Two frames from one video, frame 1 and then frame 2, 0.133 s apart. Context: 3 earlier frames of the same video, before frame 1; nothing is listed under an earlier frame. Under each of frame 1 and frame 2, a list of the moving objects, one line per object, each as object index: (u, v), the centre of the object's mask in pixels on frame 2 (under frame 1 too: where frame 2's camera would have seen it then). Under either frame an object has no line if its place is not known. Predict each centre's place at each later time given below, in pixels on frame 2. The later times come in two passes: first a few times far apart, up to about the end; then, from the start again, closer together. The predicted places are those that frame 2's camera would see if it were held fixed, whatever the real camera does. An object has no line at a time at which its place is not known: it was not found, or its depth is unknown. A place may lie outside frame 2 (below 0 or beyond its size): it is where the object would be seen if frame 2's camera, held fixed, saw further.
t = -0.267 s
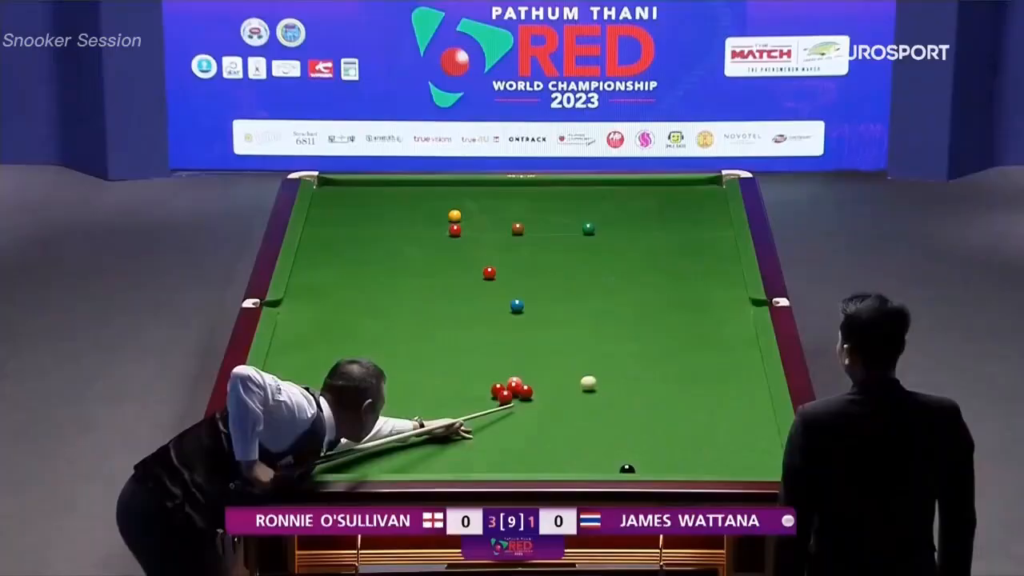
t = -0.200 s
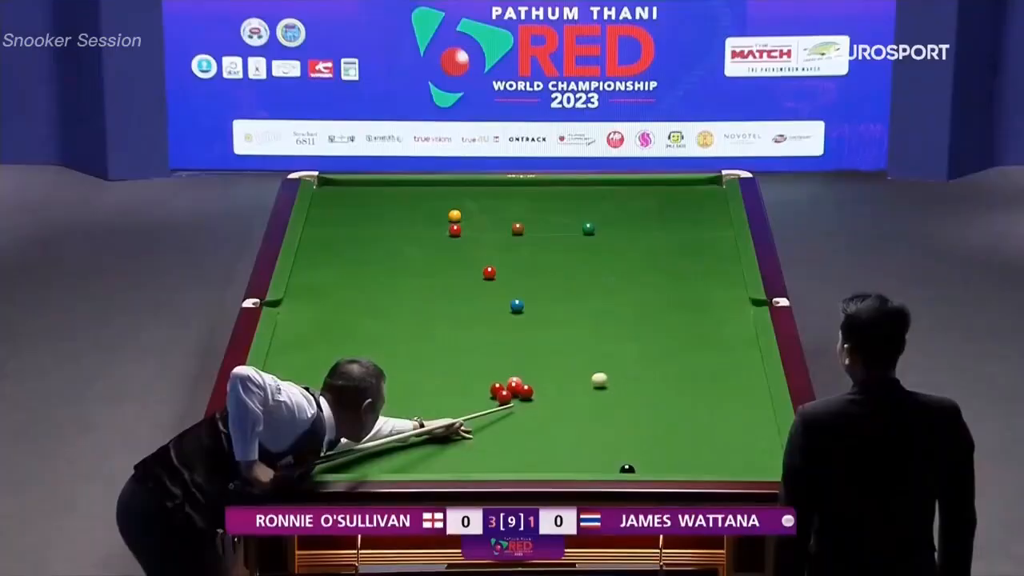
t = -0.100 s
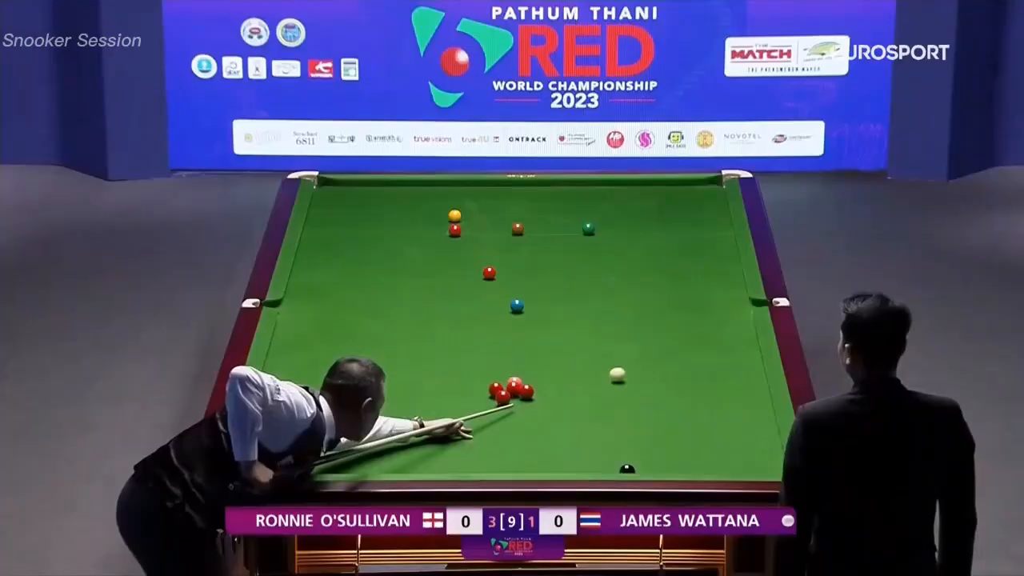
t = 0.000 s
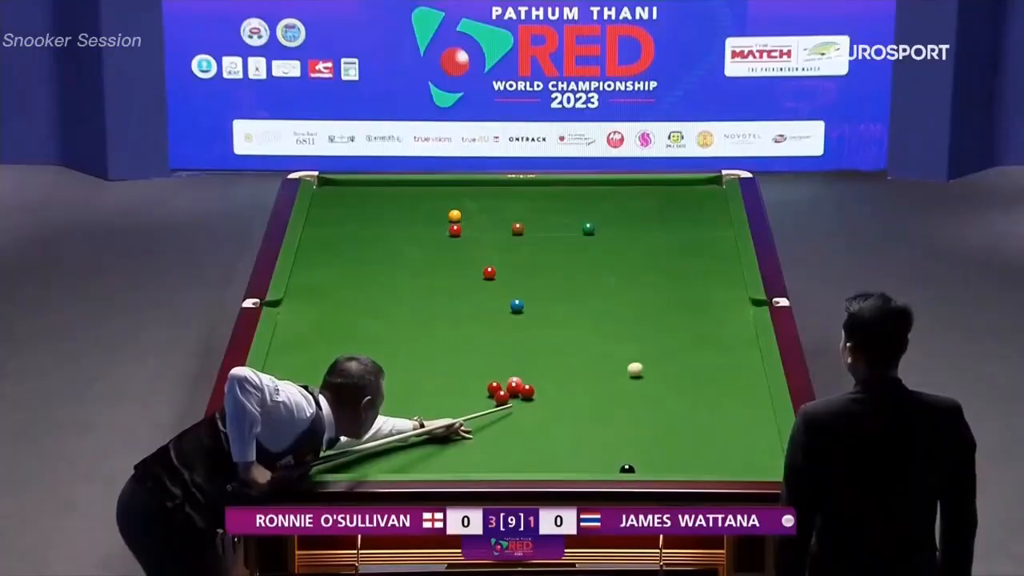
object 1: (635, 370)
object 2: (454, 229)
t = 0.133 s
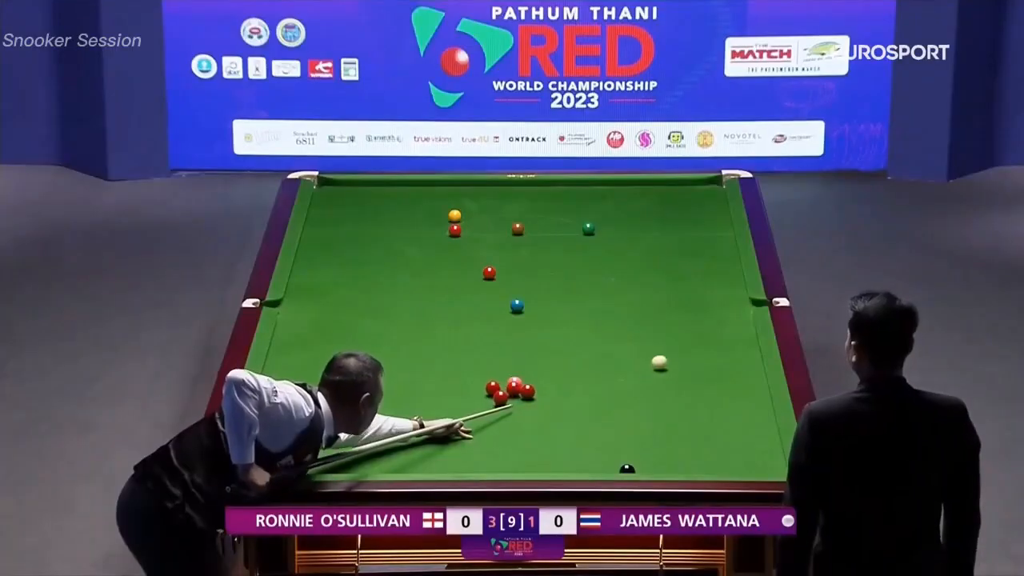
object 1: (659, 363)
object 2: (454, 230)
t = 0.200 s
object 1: (669, 360)
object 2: (454, 229)
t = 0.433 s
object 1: (709, 349)
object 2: (454, 229)
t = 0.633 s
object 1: (741, 340)
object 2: (454, 229)
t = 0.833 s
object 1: (733, 331)
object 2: (454, 229)
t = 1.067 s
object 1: (705, 321)
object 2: (454, 229)
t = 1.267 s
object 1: (684, 313)
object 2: (454, 229)
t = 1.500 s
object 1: (661, 304)
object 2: (454, 229)
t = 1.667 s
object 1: (643, 298)
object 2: (454, 229)
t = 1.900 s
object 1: (623, 290)
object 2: (454, 229)
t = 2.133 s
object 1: (602, 283)
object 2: (454, 229)
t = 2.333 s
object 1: (586, 276)
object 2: (454, 229)
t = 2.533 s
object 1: (570, 271)
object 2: (454, 229)
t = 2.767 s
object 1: (552, 264)
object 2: (454, 229)
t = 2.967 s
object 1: (539, 259)
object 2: (454, 229)
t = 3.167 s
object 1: (525, 254)
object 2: (454, 229)
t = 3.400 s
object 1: (512, 249)
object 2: (454, 229)
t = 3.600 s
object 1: (500, 244)
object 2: (454, 229)
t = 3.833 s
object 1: (487, 239)
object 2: (454, 229)
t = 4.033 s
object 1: (477, 235)
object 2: (454, 230)
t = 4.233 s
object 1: (467, 231)
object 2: (454, 229)
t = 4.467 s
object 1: (467, 228)
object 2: (446, 229)
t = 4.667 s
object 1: (467, 226)
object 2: (440, 229)
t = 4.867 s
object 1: (466, 224)
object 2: (435, 228)
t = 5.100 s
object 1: (466, 222)
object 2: (430, 228)
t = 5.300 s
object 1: (466, 221)
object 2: (427, 227)
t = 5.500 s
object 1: (466, 220)
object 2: (423, 226)
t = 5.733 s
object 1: (466, 218)
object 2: (421, 226)
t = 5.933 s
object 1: (466, 218)
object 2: (420, 226)
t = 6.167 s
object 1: (466, 217)
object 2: (419, 226)
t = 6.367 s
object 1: (466, 217)
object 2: (419, 226)
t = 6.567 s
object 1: (466, 217)
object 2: (419, 226)
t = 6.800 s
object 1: (466, 217)
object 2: (419, 226)
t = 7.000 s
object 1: (466, 217)
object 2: (419, 226)
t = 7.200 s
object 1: (466, 217)
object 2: (419, 226)
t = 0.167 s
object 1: (666, 361)
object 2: (454, 229)
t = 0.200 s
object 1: (669, 360)
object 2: (454, 229)
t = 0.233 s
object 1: (676, 358)
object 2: (454, 229)
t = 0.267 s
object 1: (683, 356)
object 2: (454, 229)
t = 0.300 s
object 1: (686, 355)
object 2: (454, 229)
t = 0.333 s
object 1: (693, 354)
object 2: (454, 229)
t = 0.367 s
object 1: (699, 351)
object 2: (454, 229)
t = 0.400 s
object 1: (703, 350)
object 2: (454, 229)
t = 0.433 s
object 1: (709, 349)
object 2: (454, 229)
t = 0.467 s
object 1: (716, 347)
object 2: (454, 229)
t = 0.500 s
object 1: (719, 346)
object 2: (454, 229)
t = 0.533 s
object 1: (725, 344)
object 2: (454, 229)
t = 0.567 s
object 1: (731, 342)
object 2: (454, 229)
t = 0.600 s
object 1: (735, 342)
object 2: (454, 229)
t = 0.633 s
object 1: (741, 340)
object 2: (454, 229)
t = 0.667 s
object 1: (747, 338)
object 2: (454, 229)
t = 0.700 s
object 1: (750, 337)
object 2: (454, 229)
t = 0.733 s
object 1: (745, 335)
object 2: (454, 229)
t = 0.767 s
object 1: (740, 334)
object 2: (454, 229)
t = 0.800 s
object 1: (738, 333)
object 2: (454, 229)
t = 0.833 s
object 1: (733, 331)
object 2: (454, 229)
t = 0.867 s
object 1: (728, 329)
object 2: (454, 229)
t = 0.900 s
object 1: (726, 328)
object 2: (454, 229)
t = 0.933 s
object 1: (721, 327)
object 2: (454, 229)
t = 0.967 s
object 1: (717, 325)
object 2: (455, 229)
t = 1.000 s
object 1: (714, 324)
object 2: (454, 229)
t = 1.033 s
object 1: (710, 323)
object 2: (454, 229)
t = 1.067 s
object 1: (705, 321)
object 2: (454, 229)
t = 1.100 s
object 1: (703, 320)
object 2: (455, 229)
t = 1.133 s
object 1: (699, 318)
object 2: (454, 229)
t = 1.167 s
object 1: (694, 317)
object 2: (454, 229)
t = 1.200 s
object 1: (692, 316)
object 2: (454, 229)
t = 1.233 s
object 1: (688, 314)
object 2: (454, 229)
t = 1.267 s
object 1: (684, 313)
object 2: (454, 229)
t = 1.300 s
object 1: (682, 312)
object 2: (454, 229)
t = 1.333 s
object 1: (677, 310)
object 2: (454, 229)
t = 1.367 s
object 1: (673, 309)
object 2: (454, 229)
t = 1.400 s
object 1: (671, 308)
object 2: (454, 229)
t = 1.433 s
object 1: (667, 307)
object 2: (454, 229)
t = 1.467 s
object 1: (663, 305)
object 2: (454, 229)
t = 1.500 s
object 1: (661, 304)
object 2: (454, 229)
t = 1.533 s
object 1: (657, 303)
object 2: (454, 229)
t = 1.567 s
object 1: (653, 302)
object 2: (454, 229)
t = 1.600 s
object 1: (651, 301)
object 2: (454, 229)
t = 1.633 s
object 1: (647, 299)
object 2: (454, 229)
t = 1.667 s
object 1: (643, 298)
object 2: (454, 229)
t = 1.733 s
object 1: (638, 296)
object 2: (454, 229)
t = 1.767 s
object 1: (634, 294)
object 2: (454, 229)
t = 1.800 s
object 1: (632, 294)
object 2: (454, 229)
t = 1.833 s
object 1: (628, 293)
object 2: (454, 229)
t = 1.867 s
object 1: (625, 291)
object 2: (454, 229)
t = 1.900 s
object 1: (623, 290)
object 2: (454, 229)
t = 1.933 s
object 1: (621, 290)
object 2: (454, 229)
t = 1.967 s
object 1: (616, 288)
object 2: (454, 229)
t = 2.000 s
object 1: (614, 287)
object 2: (454, 229)
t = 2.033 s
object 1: (610, 286)
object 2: (454, 229)
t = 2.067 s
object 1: (607, 285)
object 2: (454, 229)
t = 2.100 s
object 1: (605, 284)
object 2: (454, 229)
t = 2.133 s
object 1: (602, 283)
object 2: (454, 229)
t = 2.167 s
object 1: (599, 281)
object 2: (454, 229)
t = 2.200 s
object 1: (597, 281)
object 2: (454, 229)
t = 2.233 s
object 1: (594, 280)
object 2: (454, 229)
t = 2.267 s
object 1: (592, 279)
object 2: (454, 229)
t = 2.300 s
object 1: (589, 278)
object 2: (454, 229)
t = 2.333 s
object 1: (586, 276)
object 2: (454, 229)
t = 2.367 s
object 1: (583, 275)
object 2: (454, 229)
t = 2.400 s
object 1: (581, 275)
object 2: (454, 229)
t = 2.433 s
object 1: (578, 273)
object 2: (454, 229)
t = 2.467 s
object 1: (576, 273)
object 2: (454, 229)
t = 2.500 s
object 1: (573, 272)
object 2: (454, 229)
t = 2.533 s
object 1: (570, 271)
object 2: (454, 229)
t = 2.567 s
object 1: (567, 270)
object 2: (454, 229)
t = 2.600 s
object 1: (566, 269)
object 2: (454, 229)
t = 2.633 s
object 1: (563, 268)
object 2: (454, 229)
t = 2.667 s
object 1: (560, 267)
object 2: (454, 229)
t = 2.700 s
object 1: (558, 266)
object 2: (454, 229)
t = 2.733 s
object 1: (555, 265)
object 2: (454, 229)
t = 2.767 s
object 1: (552, 264)
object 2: (454, 229)
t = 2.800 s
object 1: (551, 263)
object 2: (454, 229)
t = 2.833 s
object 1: (548, 262)
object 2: (454, 229)
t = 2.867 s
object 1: (546, 261)
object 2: (454, 229)
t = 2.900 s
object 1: (544, 261)
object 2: (454, 229)
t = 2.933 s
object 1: (541, 260)
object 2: (454, 229)
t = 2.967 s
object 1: (539, 259)
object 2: (454, 229)
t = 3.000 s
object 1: (537, 258)
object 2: (454, 229)
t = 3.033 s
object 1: (535, 257)
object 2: (454, 229)
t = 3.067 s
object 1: (532, 256)
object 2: (454, 229)
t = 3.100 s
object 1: (531, 256)
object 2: (454, 229)
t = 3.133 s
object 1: (528, 255)
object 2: (454, 229)
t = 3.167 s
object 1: (525, 254)
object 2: (454, 229)
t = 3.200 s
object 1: (524, 253)
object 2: (454, 229)
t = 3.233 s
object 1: (522, 252)
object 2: (454, 229)
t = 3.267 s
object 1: (520, 252)
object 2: (454, 229)
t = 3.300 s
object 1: (518, 251)
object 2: (454, 229)
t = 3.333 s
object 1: (515, 250)
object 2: (454, 229)
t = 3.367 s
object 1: (513, 249)
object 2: (454, 229)
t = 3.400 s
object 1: (512, 249)
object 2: (454, 229)
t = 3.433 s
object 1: (509, 248)
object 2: (454, 229)
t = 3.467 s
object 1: (507, 247)
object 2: (454, 229)
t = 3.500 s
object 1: (506, 246)
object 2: (454, 229)
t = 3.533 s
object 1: (503, 245)
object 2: (454, 229)
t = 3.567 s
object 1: (501, 245)
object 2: (454, 229)
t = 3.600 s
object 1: (500, 244)
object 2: (454, 229)
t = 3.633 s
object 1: (498, 243)
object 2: (454, 229)
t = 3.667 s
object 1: (496, 242)
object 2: (454, 229)
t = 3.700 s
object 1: (495, 242)
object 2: (454, 229)
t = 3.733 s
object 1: (492, 241)
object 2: (454, 229)
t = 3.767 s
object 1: (490, 240)
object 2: (454, 229)
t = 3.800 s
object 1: (489, 240)
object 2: (454, 229)
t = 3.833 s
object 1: (487, 239)
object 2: (454, 229)
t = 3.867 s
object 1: (485, 238)
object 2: (454, 229)
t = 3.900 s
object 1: (484, 238)
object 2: (454, 229)
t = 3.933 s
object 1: (482, 237)
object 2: (454, 229)
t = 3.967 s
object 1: (480, 236)
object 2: (454, 230)
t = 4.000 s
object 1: (479, 236)
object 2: (454, 229)
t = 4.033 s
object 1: (477, 235)
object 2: (454, 230)
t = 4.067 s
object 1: (474, 234)
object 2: (454, 230)
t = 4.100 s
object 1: (474, 234)
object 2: (454, 229)
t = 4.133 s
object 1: (472, 233)
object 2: (454, 229)
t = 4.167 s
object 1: (470, 232)
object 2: (454, 229)
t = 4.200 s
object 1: (469, 232)
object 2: (454, 229)
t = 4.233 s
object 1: (467, 231)
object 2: (454, 229)
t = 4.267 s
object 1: (467, 231)
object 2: (453, 229)
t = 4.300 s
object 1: (467, 230)
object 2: (452, 229)
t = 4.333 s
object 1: (467, 230)
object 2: (451, 229)
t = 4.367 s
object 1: (467, 230)
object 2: (449, 229)
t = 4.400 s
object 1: (467, 229)
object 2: (448, 229)
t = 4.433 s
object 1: (467, 229)
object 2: (447, 229)
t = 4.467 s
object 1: (467, 228)
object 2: (446, 229)
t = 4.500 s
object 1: (467, 228)
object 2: (445, 229)
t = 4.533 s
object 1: (467, 228)
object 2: (444, 229)
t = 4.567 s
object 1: (467, 227)
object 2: (443, 228)
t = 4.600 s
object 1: (467, 227)
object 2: (442, 229)
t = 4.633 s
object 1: (467, 227)
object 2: (441, 228)
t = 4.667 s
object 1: (467, 226)
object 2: (440, 229)
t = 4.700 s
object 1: (467, 226)
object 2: (439, 229)
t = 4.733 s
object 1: (467, 225)
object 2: (438, 229)
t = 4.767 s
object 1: (467, 225)
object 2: (437, 228)
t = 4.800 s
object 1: (467, 225)
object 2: (437, 228)
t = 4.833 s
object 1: (467, 225)
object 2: (436, 228)
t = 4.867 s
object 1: (466, 224)
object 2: (435, 228)
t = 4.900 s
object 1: (467, 224)
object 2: (434, 228)
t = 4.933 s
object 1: (466, 224)
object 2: (433, 228)
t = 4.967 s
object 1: (466, 223)
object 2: (432, 228)
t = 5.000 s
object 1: (466, 223)
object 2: (432, 228)
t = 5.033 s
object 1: (466, 223)
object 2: (431, 228)
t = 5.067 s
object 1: (466, 222)
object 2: (430, 228)
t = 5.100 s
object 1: (466, 222)
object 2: (430, 228)
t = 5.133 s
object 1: (466, 222)
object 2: (429, 228)
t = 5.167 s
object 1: (466, 222)
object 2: (428, 228)
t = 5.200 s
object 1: (466, 221)
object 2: (428, 227)
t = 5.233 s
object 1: (466, 221)
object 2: (428, 227)
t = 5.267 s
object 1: (466, 221)
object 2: (427, 227)
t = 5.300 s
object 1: (466, 221)
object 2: (427, 227)
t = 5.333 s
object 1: (466, 221)
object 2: (426, 227)
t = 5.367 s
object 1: (466, 220)
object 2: (425, 227)
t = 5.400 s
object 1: (466, 220)
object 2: (425, 227)
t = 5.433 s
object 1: (466, 220)
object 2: (424, 226)
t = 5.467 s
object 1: (466, 220)
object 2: (424, 226)
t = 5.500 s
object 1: (466, 220)
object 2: (423, 226)
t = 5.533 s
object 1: (466, 220)
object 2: (423, 226)
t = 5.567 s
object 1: (466, 219)
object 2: (423, 226)
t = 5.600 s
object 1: (466, 219)
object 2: (422, 226)
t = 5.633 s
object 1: (466, 219)
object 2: (422, 226)
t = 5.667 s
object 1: (466, 219)
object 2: (422, 226)
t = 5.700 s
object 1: (466, 219)
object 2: (421, 226)
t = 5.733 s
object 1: (466, 218)
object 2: (421, 226)
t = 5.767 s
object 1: (466, 218)
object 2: (421, 226)
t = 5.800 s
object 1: (466, 218)
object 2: (421, 226)
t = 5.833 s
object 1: (466, 218)
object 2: (420, 226)
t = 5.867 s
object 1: (466, 218)
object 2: (420, 226)
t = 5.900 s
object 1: (466, 218)
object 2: (420, 226)
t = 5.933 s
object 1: (466, 218)
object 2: (420, 226)
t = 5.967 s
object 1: (466, 217)
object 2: (419, 226)
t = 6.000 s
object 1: (466, 217)
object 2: (419, 226)
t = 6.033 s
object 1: (466, 217)
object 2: (419, 226)
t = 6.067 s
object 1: (466, 217)
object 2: (419, 226)
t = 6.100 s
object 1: (466, 217)
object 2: (419, 226)
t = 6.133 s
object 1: (466, 217)
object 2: (419, 226)
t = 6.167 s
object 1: (466, 217)
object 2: (419, 226)
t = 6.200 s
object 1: (466, 217)
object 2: (419, 226)
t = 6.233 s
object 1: (466, 217)
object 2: (419, 226)
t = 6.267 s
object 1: (466, 217)
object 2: (419, 226)
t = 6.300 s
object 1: (466, 217)
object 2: (419, 226)
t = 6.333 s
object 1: (466, 217)
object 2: (419, 226)
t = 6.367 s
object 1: (466, 217)
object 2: (419, 226)
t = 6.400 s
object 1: (466, 217)
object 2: (419, 226)
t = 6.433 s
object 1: (466, 217)
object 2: (419, 226)
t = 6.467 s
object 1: (466, 217)
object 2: (419, 226)
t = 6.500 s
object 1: (466, 217)
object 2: (419, 226)
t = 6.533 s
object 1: (466, 217)
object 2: (419, 226)
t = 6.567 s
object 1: (466, 217)
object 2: (419, 226)
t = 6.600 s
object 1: (466, 217)
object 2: (419, 226)
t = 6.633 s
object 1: (466, 217)
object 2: (419, 226)
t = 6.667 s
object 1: (466, 217)
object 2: (419, 226)
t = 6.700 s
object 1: (466, 217)
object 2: (419, 226)
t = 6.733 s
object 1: (466, 217)
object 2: (419, 226)
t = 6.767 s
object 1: (466, 217)
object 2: (419, 226)
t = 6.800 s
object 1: (466, 217)
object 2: (419, 226)
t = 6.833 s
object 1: (466, 217)
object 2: (419, 226)
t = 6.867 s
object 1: (466, 217)
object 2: (419, 226)
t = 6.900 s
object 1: (466, 217)
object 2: (419, 226)
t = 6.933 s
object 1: (466, 217)
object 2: (419, 226)
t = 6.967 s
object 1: (466, 217)
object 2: (419, 226)
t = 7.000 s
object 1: (466, 217)
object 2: (419, 226)
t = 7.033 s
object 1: (466, 217)
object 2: (419, 226)
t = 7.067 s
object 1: (466, 217)
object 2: (419, 226)
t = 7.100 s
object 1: (466, 217)
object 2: (419, 226)
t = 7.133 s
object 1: (466, 217)
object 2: (419, 226)
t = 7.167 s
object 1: (466, 217)
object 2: (419, 226)
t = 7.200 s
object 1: (466, 217)
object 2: (419, 226)
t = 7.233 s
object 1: (466, 217)
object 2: (419, 226)
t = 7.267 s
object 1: (466, 217)
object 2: (419, 226)
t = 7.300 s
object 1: (466, 217)
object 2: (419, 226)
